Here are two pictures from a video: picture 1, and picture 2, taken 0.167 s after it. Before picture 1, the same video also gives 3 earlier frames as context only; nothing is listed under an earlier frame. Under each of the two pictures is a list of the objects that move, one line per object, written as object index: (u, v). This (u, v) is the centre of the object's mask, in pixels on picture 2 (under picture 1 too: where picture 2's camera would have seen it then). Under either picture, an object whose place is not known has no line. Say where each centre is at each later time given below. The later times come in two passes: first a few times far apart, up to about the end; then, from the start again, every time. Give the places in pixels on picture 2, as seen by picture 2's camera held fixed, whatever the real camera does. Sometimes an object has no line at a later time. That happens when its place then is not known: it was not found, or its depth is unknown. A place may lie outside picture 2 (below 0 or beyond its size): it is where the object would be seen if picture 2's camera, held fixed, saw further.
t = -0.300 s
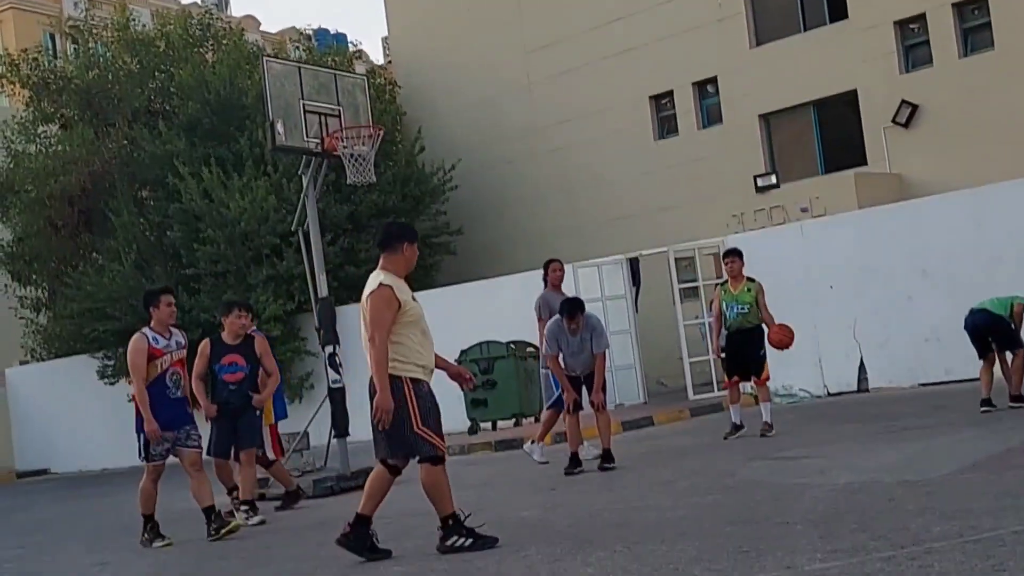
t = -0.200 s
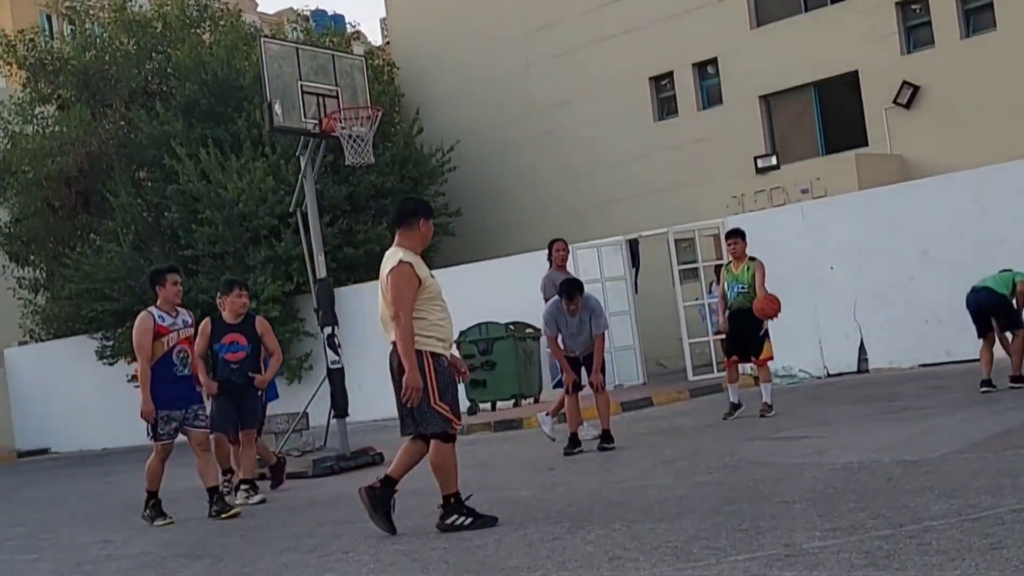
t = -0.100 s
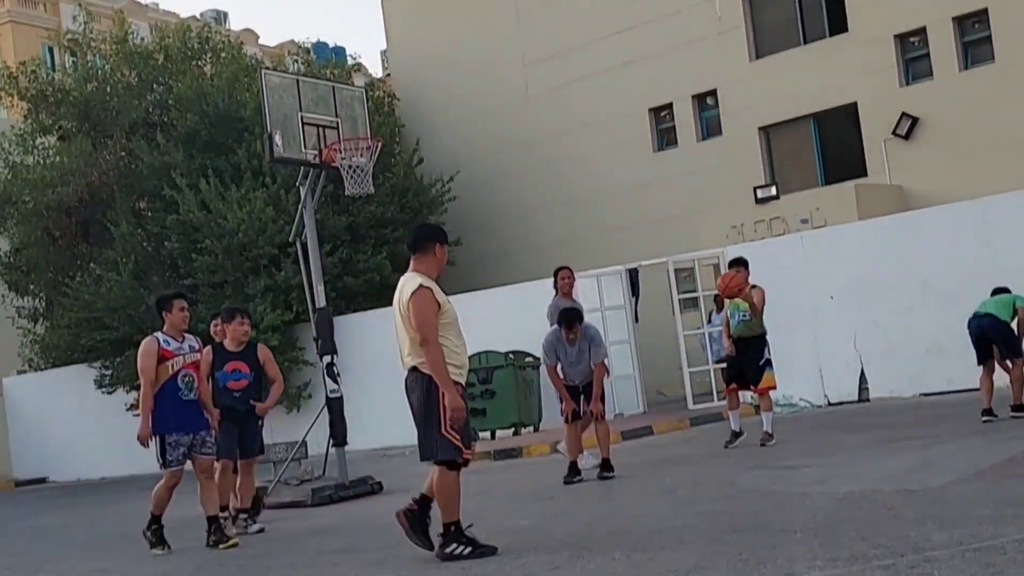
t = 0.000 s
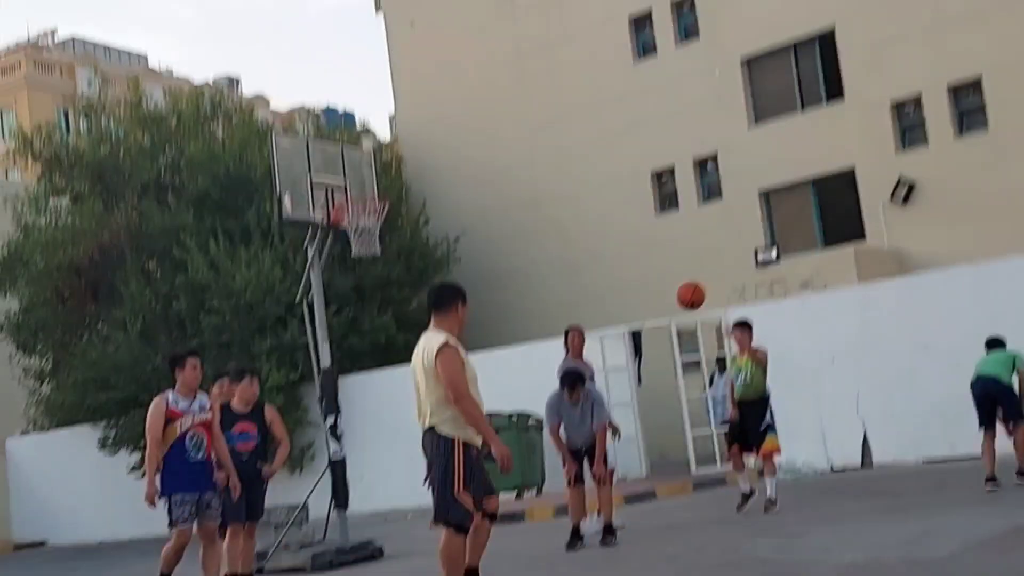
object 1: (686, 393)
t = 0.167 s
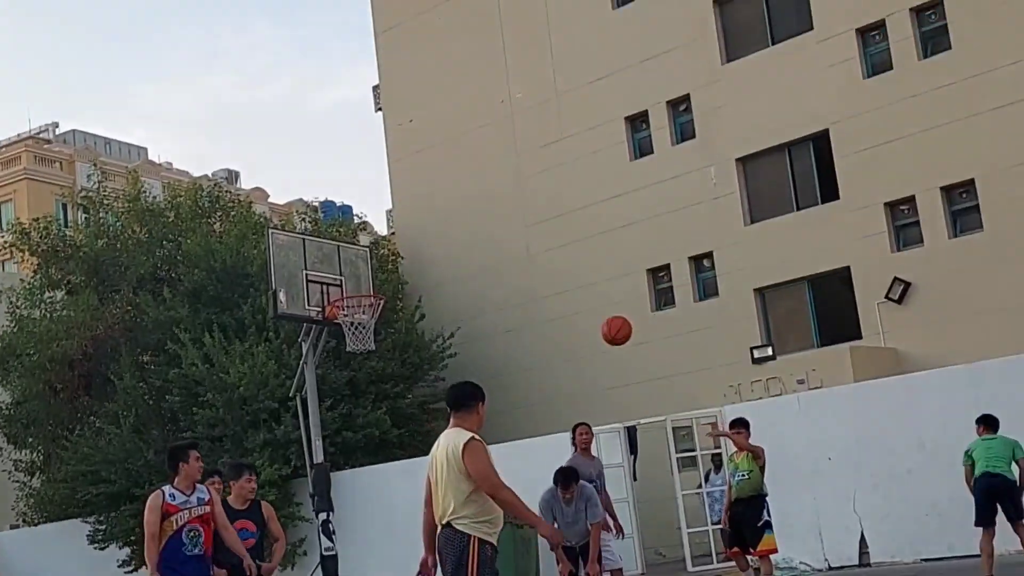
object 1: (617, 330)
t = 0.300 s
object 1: (560, 301)
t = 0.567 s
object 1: (439, 309)
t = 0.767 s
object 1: (339, 390)
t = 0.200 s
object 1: (603, 321)
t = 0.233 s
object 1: (588, 313)
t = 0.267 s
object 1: (574, 307)
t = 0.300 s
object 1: (560, 301)
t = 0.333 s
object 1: (545, 297)
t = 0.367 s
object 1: (531, 294)
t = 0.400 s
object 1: (516, 293)
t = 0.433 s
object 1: (500, 293)
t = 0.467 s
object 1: (485, 295)
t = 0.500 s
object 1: (470, 298)
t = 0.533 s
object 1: (454, 303)
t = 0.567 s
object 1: (439, 309)
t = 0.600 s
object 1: (423, 317)
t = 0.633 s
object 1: (407, 328)
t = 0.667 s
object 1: (390, 340)
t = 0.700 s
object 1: (373, 354)
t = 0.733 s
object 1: (356, 372)
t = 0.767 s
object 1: (339, 390)
